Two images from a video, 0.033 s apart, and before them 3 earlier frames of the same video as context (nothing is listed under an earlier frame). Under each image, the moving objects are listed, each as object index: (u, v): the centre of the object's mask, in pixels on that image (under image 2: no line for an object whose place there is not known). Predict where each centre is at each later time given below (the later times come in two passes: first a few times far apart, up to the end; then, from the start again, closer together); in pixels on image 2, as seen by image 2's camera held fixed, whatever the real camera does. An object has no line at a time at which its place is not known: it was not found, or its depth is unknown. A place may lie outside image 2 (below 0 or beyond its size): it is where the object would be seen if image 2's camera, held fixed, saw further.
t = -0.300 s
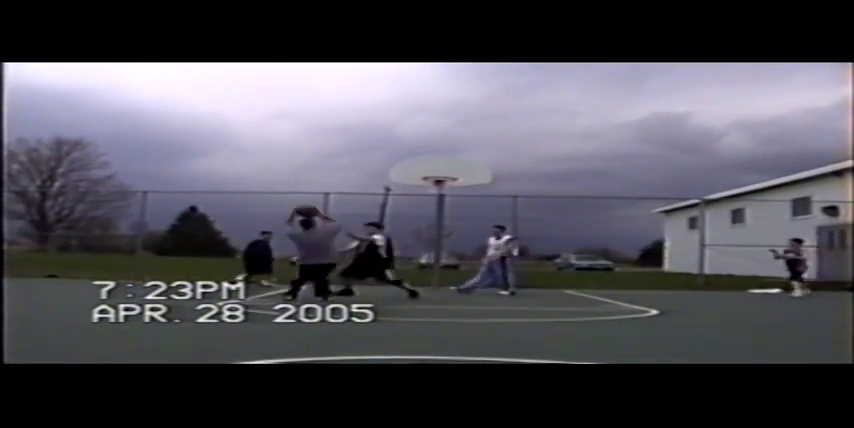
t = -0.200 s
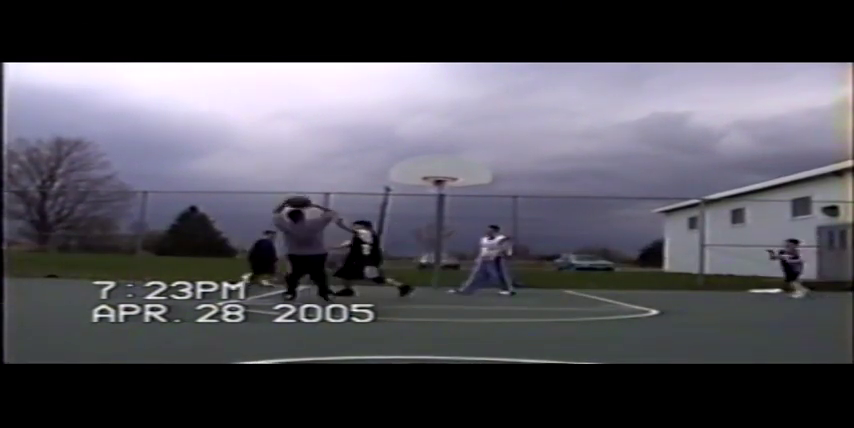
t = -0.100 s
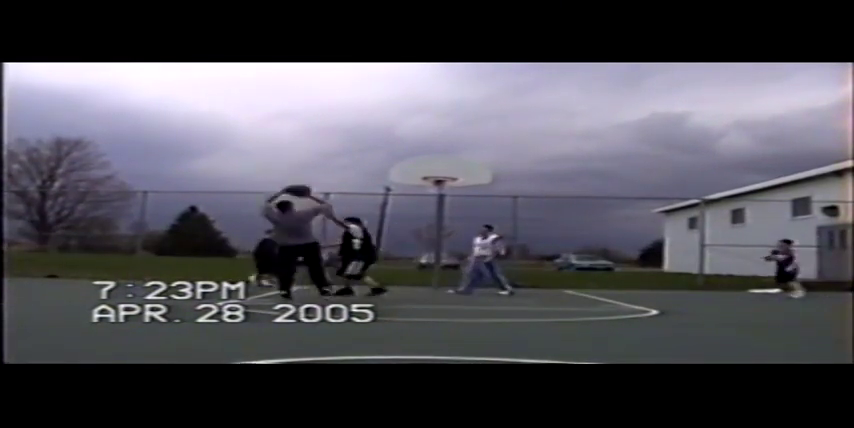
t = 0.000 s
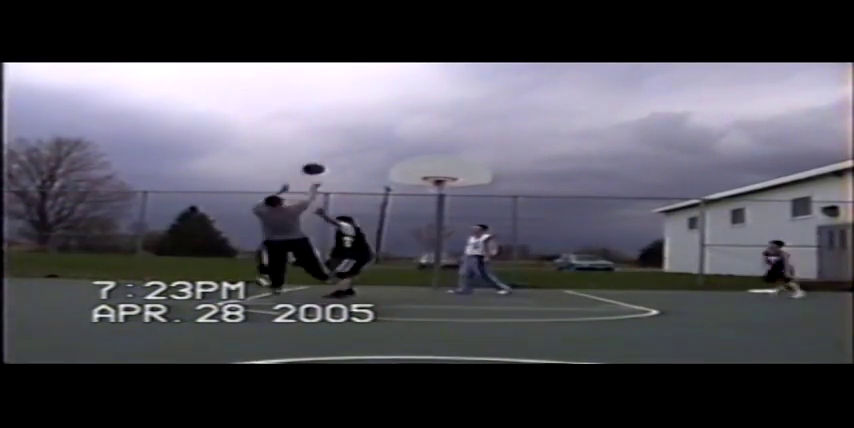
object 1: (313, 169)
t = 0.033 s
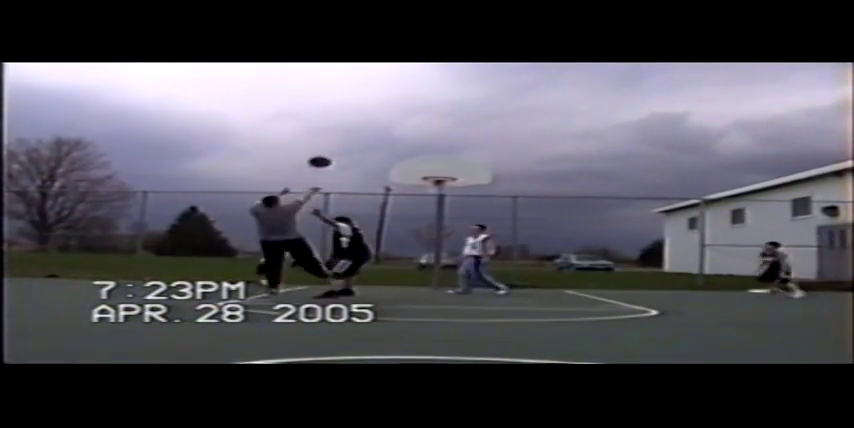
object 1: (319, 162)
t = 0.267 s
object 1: (359, 132)
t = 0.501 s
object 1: (391, 129)
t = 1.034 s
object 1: (450, 181)
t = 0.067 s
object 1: (325, 155)
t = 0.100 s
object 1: (332, 150)
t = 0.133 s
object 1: (338, 145)
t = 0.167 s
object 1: (343, 141)
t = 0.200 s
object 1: (349, 137)
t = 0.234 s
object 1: (354, 134)
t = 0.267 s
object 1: (359, 132)
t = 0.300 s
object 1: (364, 130)
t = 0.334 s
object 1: (368, 129)
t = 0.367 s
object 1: (373, 128)
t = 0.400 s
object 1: (377, 127)
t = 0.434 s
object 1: (381, 128)
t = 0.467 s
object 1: (385, 128)
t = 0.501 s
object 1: (391, 129)
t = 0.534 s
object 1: (394, 130)
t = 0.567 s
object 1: (396, 132)
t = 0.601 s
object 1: (403, 133)
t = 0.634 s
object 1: (403, 136)
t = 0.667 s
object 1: (407, 139)
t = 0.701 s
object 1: (416, 142)
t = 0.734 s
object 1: (413, 145)
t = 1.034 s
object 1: (450, 181)
